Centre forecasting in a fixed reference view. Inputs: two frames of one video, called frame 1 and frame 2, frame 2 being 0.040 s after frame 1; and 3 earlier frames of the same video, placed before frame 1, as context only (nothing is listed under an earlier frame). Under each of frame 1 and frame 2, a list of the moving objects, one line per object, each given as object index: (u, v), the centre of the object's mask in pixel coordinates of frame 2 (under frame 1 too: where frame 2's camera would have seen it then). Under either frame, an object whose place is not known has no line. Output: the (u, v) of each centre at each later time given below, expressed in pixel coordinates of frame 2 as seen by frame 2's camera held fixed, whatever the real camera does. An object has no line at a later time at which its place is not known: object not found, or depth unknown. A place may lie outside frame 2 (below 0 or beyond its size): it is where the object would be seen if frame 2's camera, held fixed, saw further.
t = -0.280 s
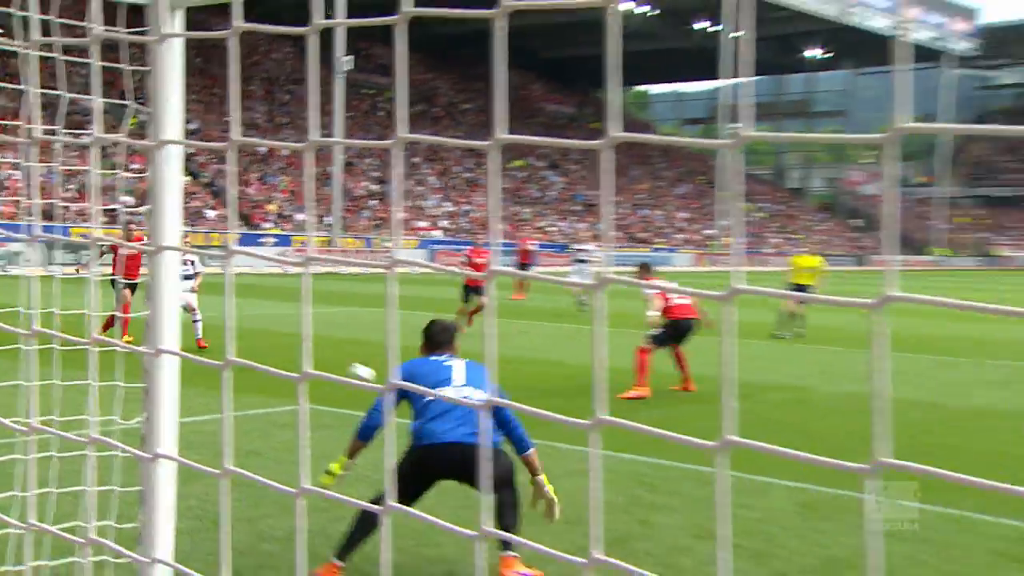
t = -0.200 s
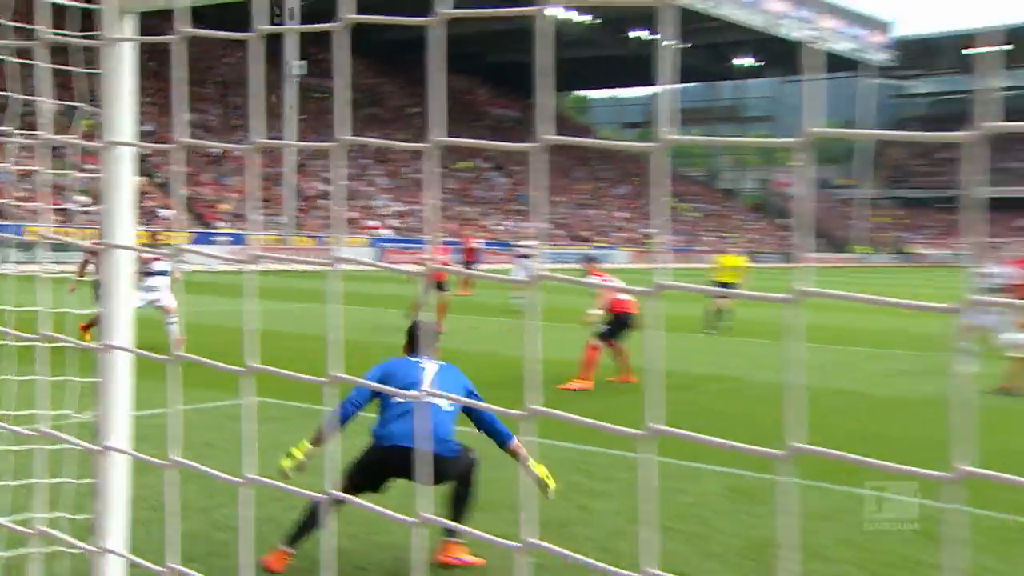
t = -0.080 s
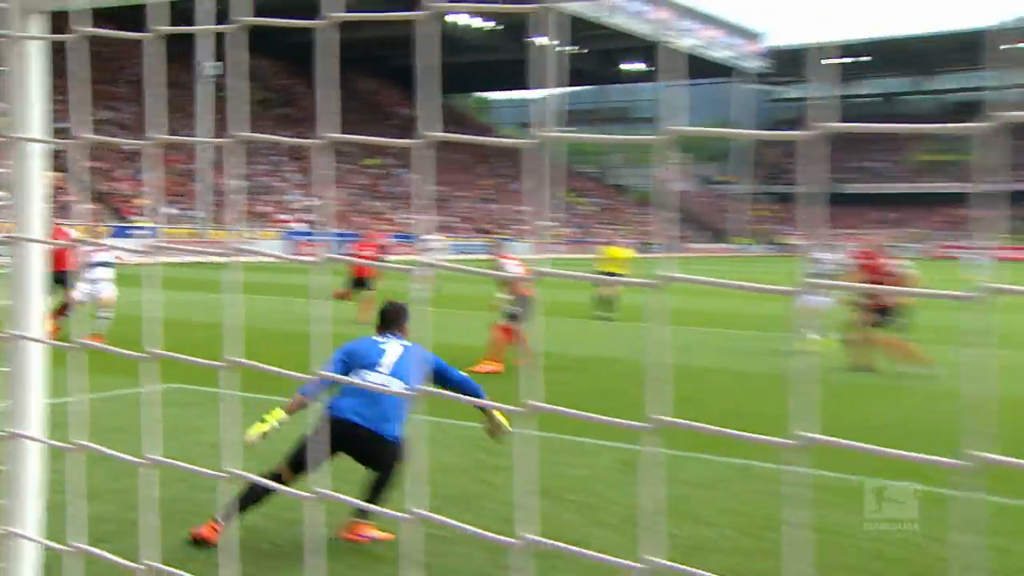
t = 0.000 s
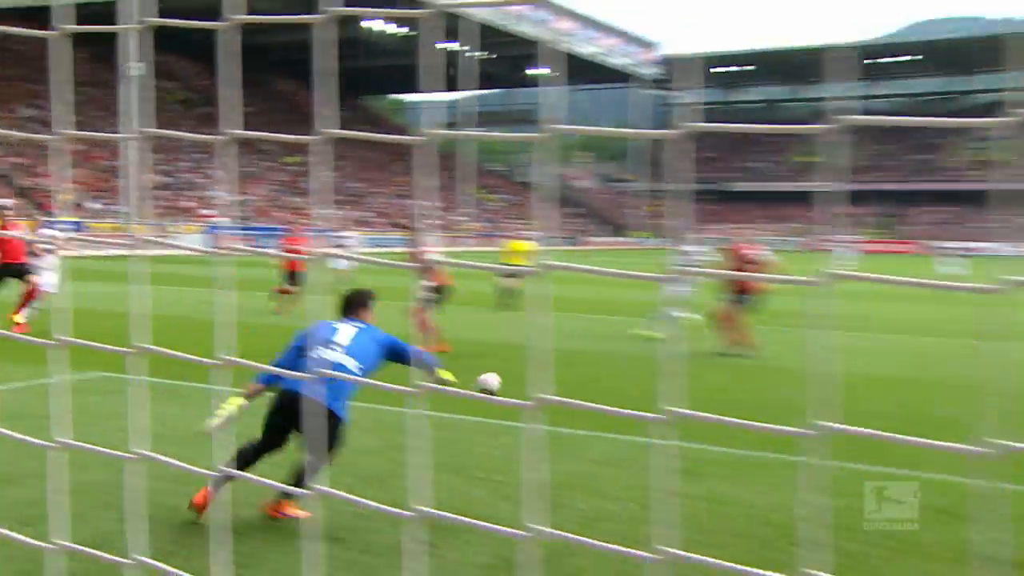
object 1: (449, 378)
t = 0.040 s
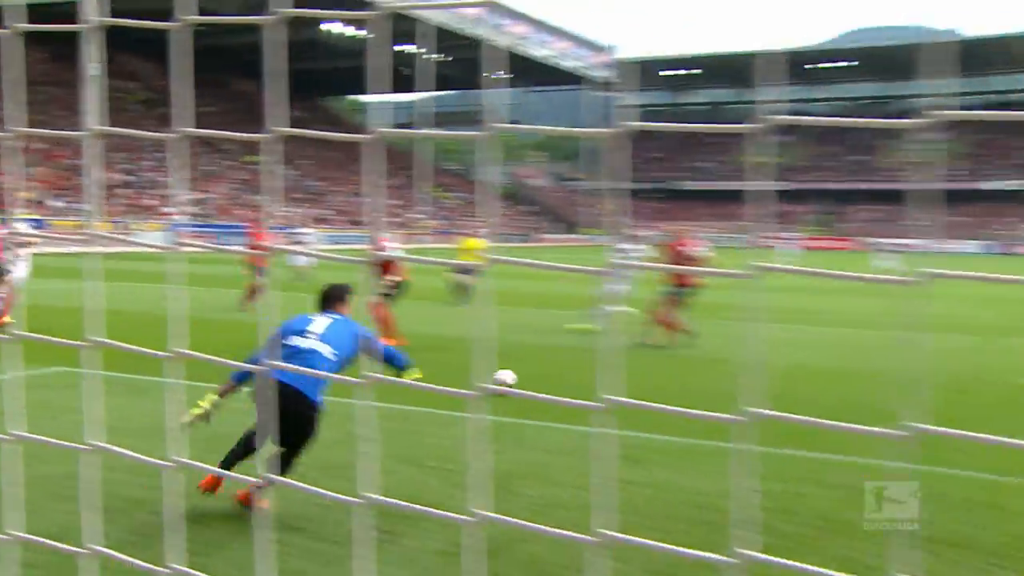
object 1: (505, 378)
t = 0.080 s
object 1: (533, 380)
